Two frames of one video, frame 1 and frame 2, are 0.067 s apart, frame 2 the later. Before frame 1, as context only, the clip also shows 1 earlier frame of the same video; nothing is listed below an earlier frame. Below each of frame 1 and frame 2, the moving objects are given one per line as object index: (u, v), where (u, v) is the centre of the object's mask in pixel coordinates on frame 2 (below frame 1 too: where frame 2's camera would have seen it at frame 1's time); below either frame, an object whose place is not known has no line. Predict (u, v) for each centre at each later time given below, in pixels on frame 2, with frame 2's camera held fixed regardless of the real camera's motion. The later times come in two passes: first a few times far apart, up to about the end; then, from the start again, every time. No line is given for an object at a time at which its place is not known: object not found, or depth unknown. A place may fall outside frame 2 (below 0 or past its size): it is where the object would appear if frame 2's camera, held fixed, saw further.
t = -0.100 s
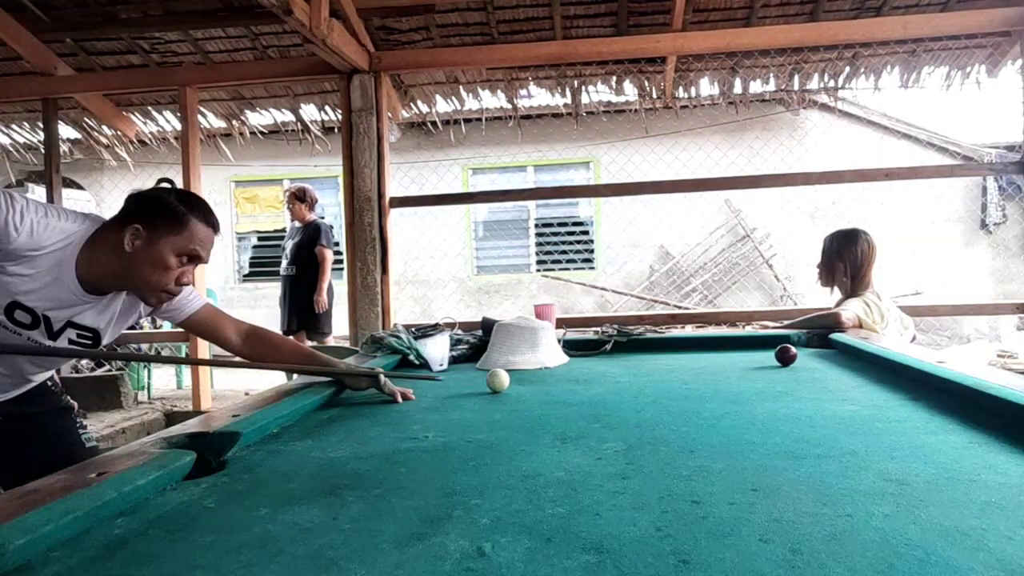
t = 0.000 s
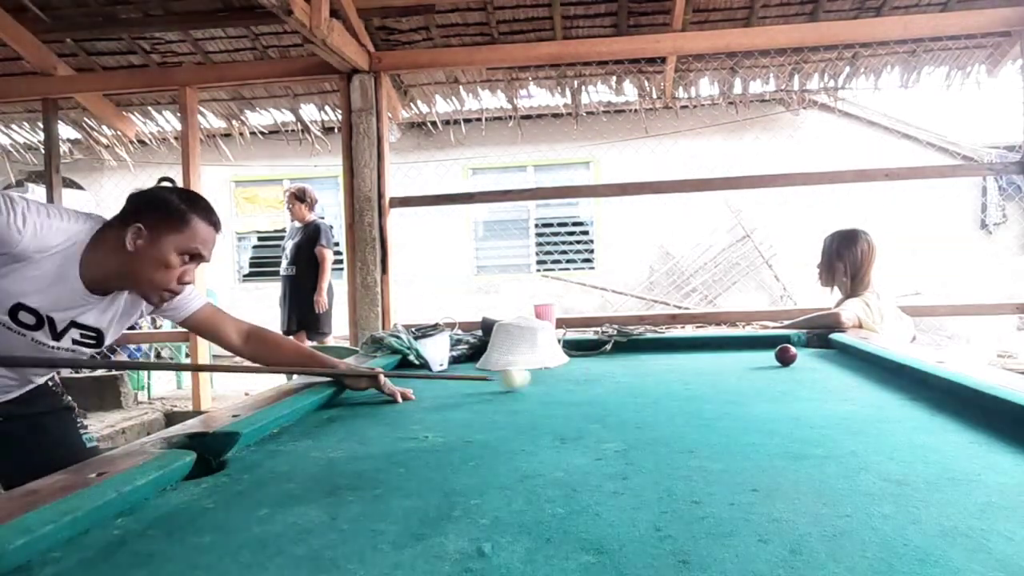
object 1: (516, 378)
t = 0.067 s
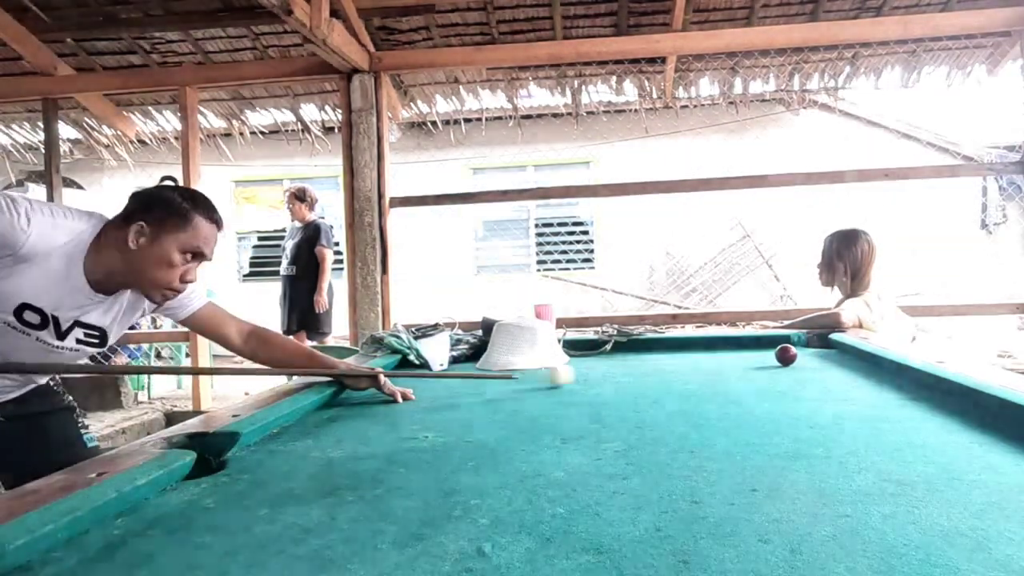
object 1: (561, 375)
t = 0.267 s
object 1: (674, 366)
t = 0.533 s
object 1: (805, 358)
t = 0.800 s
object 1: (839, 360)
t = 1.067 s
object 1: (791, 363)
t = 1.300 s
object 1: (753, 366)
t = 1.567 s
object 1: (712, 369)
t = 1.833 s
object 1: (674, 371)
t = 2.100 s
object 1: (641, 374)
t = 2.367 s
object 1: (612, 377)
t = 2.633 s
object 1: (588, 379)
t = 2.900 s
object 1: (566, 382)
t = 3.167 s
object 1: (550, 384)
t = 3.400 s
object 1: (538, 386)
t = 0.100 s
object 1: (579, 373)
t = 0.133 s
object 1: (598, 372)
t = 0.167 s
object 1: (619, 370)
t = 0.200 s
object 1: (637, 369)
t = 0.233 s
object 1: (655, 367)
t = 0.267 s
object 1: (674, 366)
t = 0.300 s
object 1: (692, 365)
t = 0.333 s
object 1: (710, 364)
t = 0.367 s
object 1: (726, 362)
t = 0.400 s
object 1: (743, 360)
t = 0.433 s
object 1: (759, 359)
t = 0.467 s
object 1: (776, 358)
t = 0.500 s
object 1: (791, 357)
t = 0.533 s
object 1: (805, 358)
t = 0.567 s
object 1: (819, 358)
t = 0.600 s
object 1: (834, 358)
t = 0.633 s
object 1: (847, 358)
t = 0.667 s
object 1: (860, 357)
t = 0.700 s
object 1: (857, 358)
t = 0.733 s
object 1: (851, 359)
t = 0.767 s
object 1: (845, 359)
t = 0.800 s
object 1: (839, 360)
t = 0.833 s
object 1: (833, 360)
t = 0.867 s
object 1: (827, 360)
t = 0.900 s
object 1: (821, 361)
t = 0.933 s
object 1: (815, 361)
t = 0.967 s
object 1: (808, 362)
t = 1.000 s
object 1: (803, 362)
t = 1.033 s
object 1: (797, 362)
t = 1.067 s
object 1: (791, 363)
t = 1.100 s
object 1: (786, 363)
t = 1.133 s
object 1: (780, 363)
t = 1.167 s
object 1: (774, 364)
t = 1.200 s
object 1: (769, 364)
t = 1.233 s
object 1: (765, 363)
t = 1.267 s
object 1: (758, 366)
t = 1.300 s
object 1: (753, 366)
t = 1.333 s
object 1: (747, 366)
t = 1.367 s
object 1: (742, 367)
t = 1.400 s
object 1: (736, 367)
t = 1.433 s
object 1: (731, 368)
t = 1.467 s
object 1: (726, 368)
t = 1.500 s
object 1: (722, 368)
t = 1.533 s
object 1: (717, 369)
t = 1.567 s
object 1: (712, 369)
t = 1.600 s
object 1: (707, 369)
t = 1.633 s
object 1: (702, 370)
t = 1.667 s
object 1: (697, 370)
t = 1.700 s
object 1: (693, 370)
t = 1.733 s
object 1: (688, 371)
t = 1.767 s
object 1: (684, 371)
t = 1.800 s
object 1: (679, 371)
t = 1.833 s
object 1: (674, 371)
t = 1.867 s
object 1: (670, 372)
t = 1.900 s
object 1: (666, 372)
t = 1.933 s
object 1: (661, 372)
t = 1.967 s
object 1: (657, 373)
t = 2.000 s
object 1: (653, 373)
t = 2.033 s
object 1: (649, 374)
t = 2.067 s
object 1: (645, 374)
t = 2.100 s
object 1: (641, 374)
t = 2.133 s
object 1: (637, 375)
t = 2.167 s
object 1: (634, 375)
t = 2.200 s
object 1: (630, 375)
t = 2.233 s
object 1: (627, 375)
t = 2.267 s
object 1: (623, 376)
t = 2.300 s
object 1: (619, 376)
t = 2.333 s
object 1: (616, 377)
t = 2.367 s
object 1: (612, 377)
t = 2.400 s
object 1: (609, 377)
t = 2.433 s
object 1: (606, 378)
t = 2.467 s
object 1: (603, 378)
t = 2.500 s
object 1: (600, 378)
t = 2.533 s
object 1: (596, 379)
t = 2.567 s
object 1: (593, 379)
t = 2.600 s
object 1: (591, 379)
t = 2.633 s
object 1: (588, 379)
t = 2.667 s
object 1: (585, 380)
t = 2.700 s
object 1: (582, 380)
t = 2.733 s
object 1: (579, 380)
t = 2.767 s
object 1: (576, 381)
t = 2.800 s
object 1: (574, 381)
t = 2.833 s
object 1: (571, 381)
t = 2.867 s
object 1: (569, 382)
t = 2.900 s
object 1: (566, 382)
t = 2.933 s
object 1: (564, 382)
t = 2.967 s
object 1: (562, 383)
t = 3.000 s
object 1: (560, 383)
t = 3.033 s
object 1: (557, 383)
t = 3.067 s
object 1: (555, 383)
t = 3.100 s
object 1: (553, 384)
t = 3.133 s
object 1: (551, 384)
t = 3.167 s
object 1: (550, 384)
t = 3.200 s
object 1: (548, 385)
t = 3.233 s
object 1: (546, 385)
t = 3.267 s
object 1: (544, 385)
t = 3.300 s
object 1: (543, 385)
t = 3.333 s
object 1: (541, 385)
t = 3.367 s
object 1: (540, 386)
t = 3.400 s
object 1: (538, 386)
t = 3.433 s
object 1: (537, 386)
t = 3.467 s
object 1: (536, 386)
